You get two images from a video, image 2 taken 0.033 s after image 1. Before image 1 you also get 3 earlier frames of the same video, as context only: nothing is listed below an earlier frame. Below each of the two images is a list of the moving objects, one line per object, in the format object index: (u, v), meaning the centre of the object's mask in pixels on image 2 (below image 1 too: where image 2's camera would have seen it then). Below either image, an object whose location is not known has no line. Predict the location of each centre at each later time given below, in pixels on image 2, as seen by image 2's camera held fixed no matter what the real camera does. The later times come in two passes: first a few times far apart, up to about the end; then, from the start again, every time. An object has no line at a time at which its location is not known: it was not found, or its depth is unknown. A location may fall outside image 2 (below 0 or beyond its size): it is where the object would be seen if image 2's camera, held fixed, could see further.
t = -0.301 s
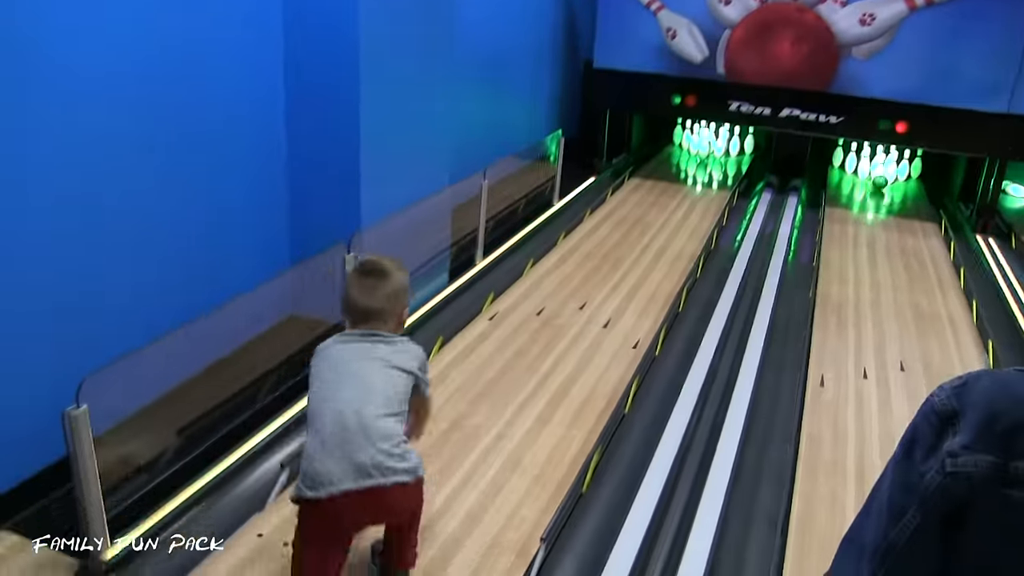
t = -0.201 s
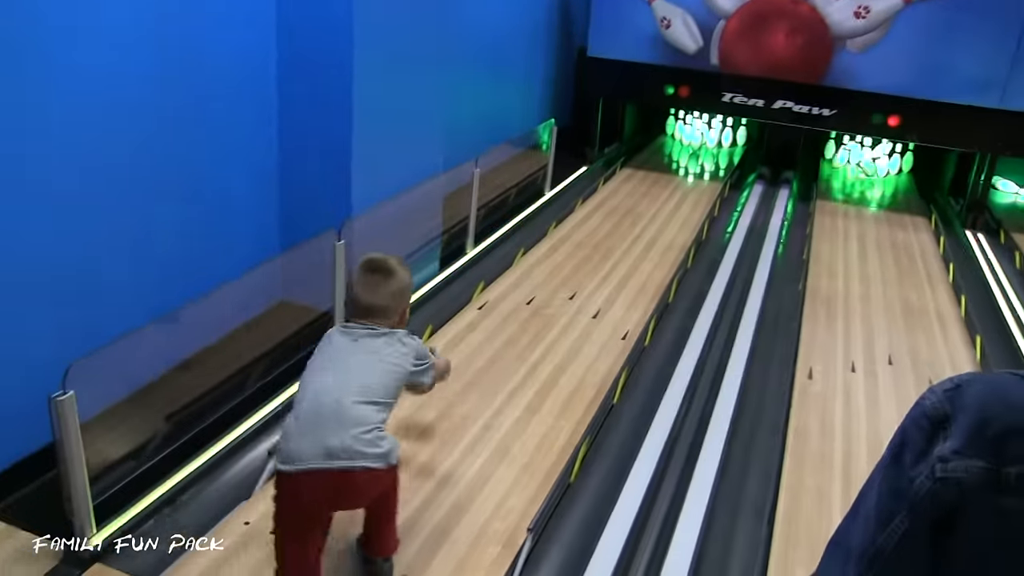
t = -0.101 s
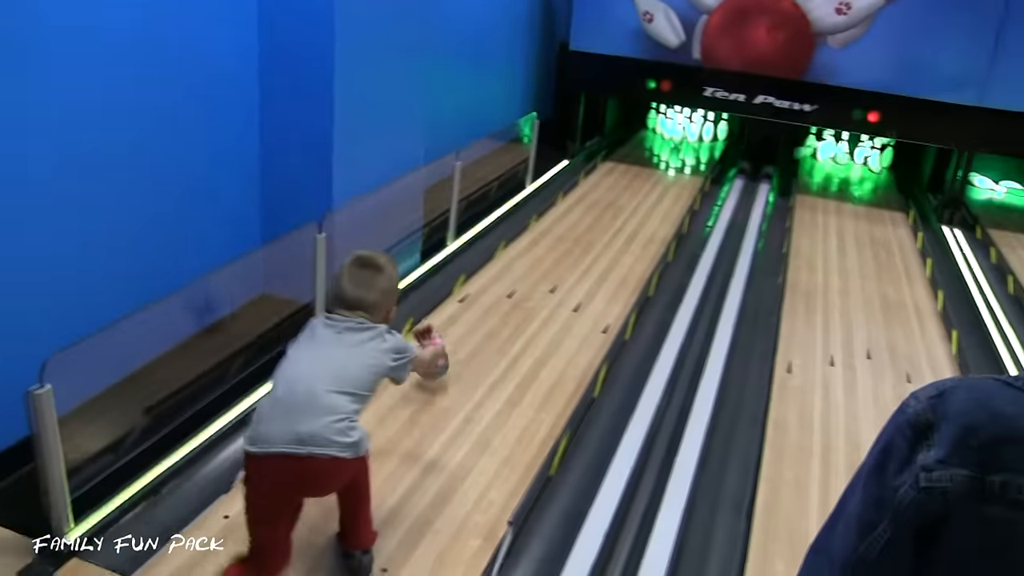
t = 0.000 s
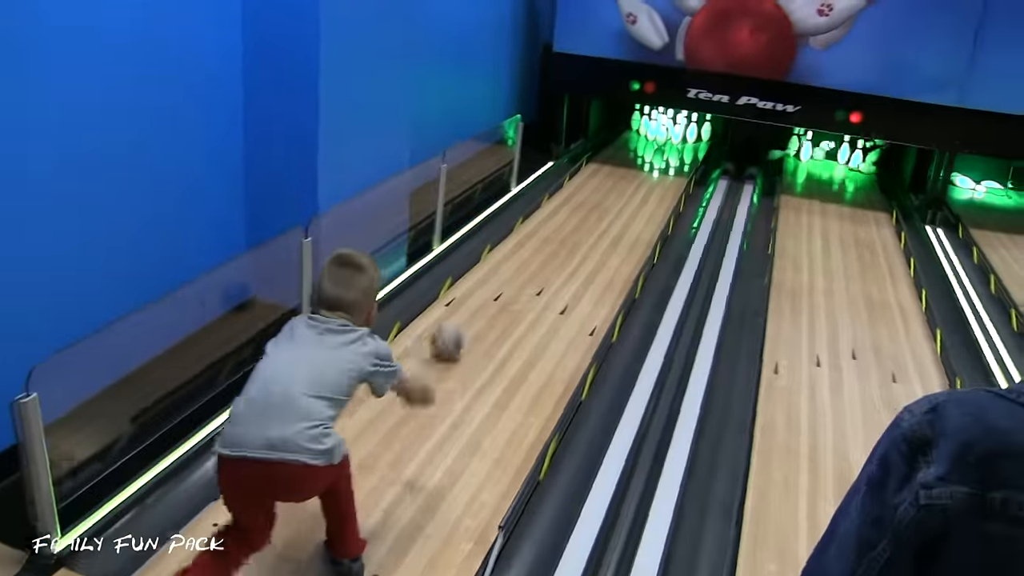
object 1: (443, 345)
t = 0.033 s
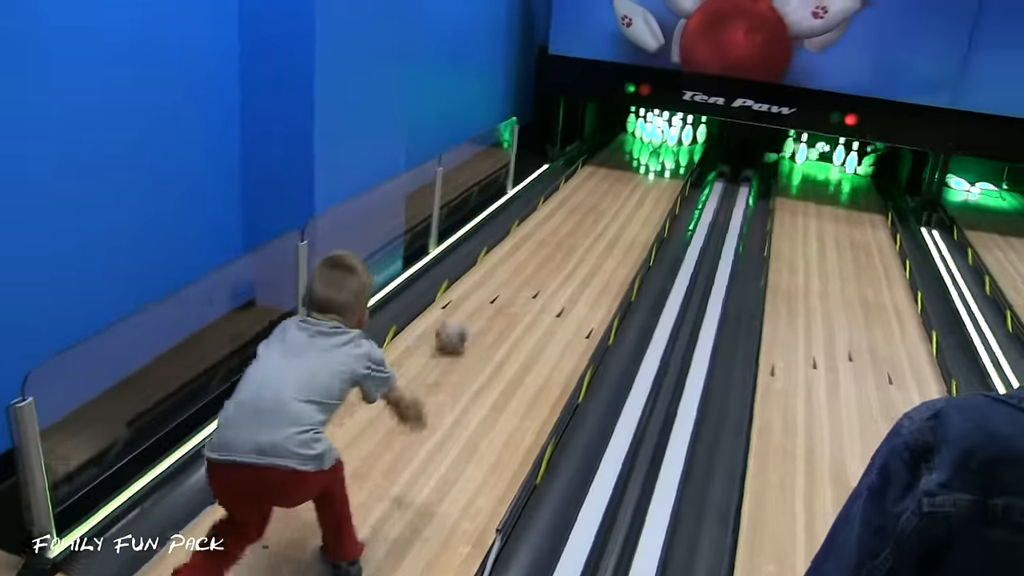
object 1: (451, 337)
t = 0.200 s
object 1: (482, 296)
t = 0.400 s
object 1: (506, 261)
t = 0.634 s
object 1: (527, 230)
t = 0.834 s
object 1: (542, 207)
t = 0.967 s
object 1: (550, 194)
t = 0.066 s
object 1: (459, 329)
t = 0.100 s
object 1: (465, 319)
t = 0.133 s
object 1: (471, 311)
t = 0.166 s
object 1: (477, 301)
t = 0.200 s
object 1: (482, 296)
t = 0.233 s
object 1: (487, 290)
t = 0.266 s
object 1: (492, 285)
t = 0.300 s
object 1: (495, 276)
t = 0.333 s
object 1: (499, 272)
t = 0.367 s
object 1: (503, 266)
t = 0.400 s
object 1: (506, 261)
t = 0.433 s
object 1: (510, 256)
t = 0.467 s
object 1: (513, 251)
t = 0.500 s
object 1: (516, 246)
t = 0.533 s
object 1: (519, 242)
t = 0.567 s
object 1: (521, 239)
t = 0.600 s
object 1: (524, 233)
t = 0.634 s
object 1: (527, 230)
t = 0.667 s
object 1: (530, 226)
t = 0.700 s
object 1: (532, 221)
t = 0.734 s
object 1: (535, 217)
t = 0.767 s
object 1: (537, 214)
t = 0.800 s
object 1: (539, 210)
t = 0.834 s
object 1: (542, 207)
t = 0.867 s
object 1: (544, 203)
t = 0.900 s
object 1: (546, 200)
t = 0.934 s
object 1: (548, 197)
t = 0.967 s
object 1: (550, 194)
